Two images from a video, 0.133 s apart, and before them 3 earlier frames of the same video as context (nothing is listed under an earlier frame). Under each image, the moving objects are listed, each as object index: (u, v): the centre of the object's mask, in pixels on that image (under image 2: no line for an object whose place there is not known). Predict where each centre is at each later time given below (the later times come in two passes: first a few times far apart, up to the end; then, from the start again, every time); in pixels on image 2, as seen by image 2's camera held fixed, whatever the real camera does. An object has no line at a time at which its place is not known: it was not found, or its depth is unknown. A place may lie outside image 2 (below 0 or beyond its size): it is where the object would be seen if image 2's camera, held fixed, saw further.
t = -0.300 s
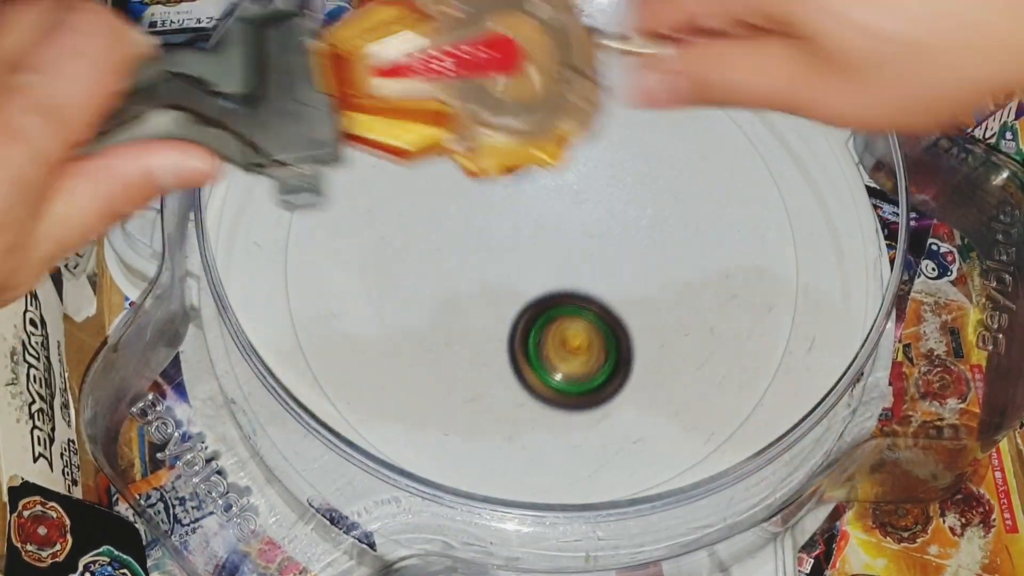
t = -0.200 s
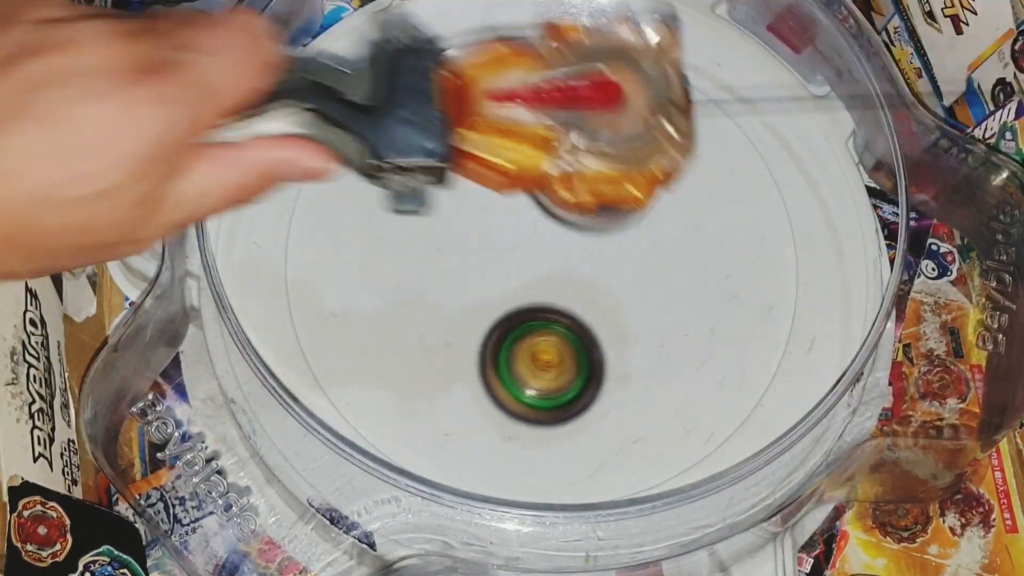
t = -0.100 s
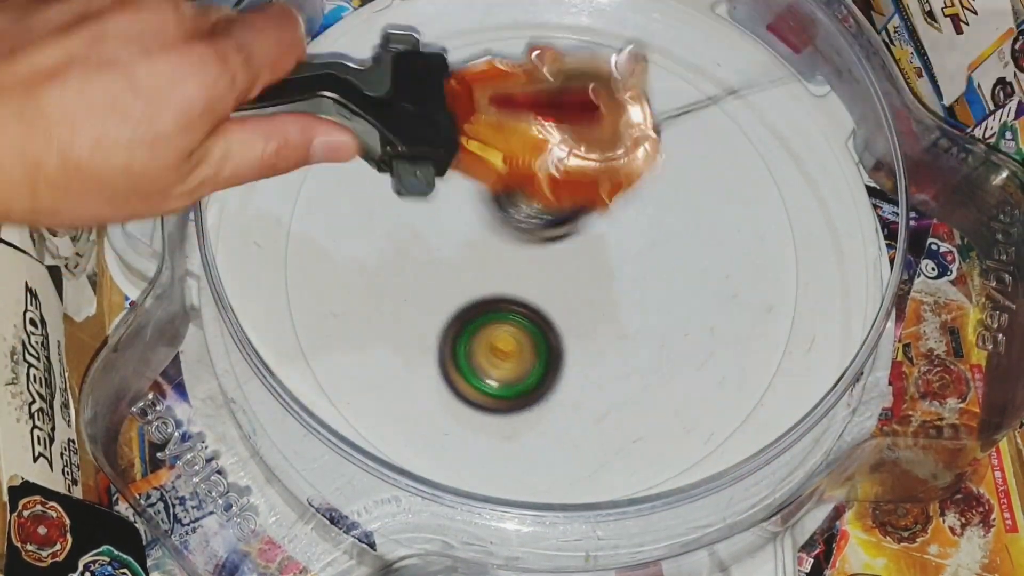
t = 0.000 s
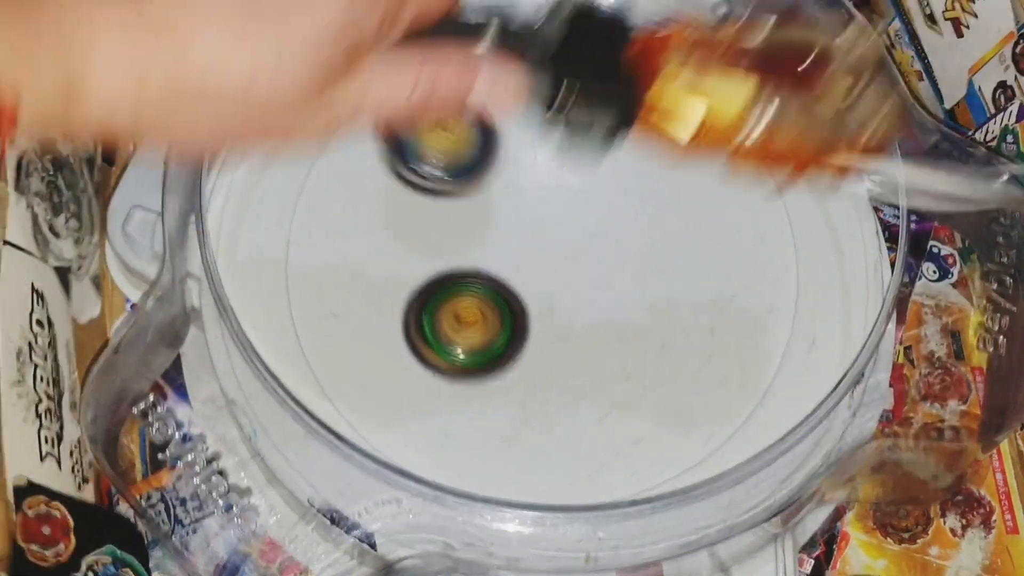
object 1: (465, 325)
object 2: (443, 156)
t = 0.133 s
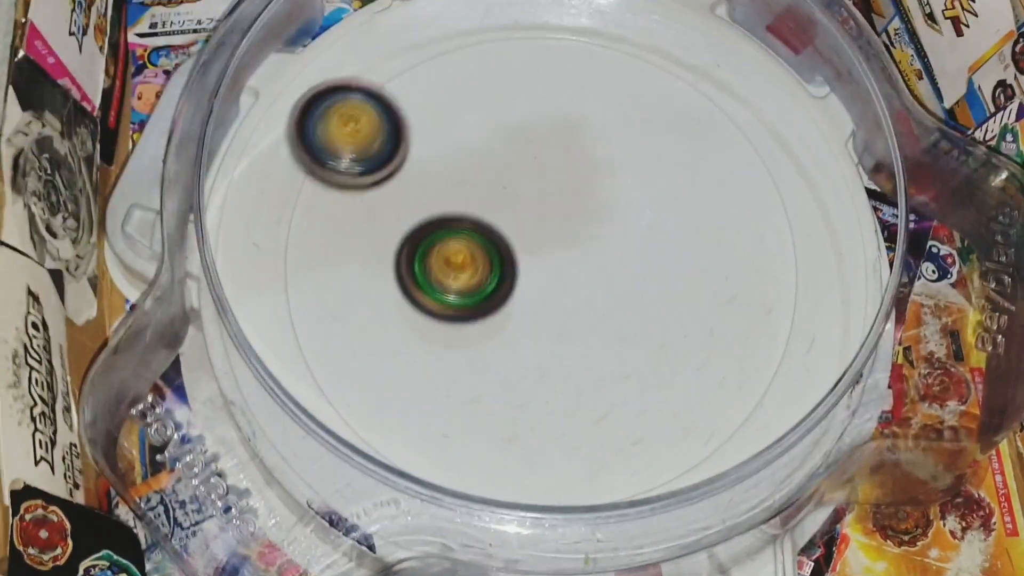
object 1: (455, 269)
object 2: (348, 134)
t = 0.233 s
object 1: (480, 234)
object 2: (335, 168)
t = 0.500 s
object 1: (617, 252)
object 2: (536, 339)
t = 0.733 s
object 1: (748, 213)
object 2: (652, 381)
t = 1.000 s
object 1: (686, 199)
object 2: (552, 245)
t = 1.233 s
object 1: (589, 248)
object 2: (398, 123)
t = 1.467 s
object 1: (524, 311)
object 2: (349, 264)
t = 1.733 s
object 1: (638, 250)
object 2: (592, 415)
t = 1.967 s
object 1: (646, 174)
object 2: (751, 271)
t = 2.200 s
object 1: (472, 115)
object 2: (674, 167)
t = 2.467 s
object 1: (362, 307)
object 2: (444, 106)
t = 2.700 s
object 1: (501, 433)
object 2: (357, 287)
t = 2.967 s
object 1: (741, 318)
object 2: (547, 358)
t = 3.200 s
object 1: (818, 172)
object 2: (512, 213)
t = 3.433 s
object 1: (633, 235)
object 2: (398, 194)
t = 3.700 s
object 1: (529, 297)
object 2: (410, 368)
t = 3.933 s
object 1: (553, 235)
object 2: (639, 348)
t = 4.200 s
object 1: (541, 188)
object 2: (664, 92)
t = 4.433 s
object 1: (507, 210)
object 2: (452, 73)
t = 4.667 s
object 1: (520, 233)
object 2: (348, 338)
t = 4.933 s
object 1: (538, 238)
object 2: (697, 397)
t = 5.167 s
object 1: (530, 239)
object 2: (728, 149)
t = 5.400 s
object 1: (498, 230)
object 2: (484, 71)
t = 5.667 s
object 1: (503, 223)
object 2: (342, 357)
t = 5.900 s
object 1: (520, 250)
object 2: (665, 440)
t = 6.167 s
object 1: (513, 289)
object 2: (740, 126)
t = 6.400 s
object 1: (479, 283)
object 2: (442, 51)
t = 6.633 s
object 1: (498, 263)
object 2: (321, 311)
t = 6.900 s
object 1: (539, 301)
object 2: (662, 425)
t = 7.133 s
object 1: (536, 320)
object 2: (743, 168)
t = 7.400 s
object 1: (526, 299)
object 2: (440, 66)
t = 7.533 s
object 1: (528, 297)
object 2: (327, 192)
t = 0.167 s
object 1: (461, 255)
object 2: (339, 141)
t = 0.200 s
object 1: (469, 244)
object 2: (335, 152)
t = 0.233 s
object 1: (480, 234)
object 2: (335, 168)
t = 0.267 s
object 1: (493, 228)
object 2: (341, 192)
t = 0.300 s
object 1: (509, 223)
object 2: (354, 219)
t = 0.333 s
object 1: (526, 221)
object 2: (371, 248)
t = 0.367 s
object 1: (545, 223)
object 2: (393, 276)
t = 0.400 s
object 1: (564, 227)
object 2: (423, 300)
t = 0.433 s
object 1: (582, 233)
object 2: (458, 319)
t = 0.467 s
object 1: (600, 242)
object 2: (497, 331)
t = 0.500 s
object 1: (617, 252)
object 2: (536, 339)
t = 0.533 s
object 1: (641, 253)
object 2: (567, 351)
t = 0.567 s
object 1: (662, 255)
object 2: (597, 357)
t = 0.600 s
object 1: (680, 254)
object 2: (622, 362)
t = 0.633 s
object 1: (706, 239)
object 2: (635, 375)
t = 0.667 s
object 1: (725, 228)
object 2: (644, 383)
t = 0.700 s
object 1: (740, 219)
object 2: (649, 385)
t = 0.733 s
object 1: (748, 213)
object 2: (652, 381)
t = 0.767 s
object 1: (750, 208)
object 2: (651, 373)
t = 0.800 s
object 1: (747, 207)
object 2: (648, 360)
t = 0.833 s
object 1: (739, 208)
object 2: (643, 342)
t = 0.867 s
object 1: (725, 211)
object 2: (636, 321)
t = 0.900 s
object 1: (708, 217)
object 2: (626, 297)
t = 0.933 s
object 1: (700, 211)
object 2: (604, 281)
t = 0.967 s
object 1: (695, 203)
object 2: (577, 264)
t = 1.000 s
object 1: (686, 199)
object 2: (552, 245)
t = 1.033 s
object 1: (675, 199)
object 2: (529, 222)
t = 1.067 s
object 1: (663, 201)
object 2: (506, 200)
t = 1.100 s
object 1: (649, 206)
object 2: (483, 177)
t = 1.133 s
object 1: (634, 214)
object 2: (460, 156)
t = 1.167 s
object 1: (618, 224)
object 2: (438, 140)
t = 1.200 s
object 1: (603, 236)
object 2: (417, 128)
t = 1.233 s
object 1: (589, 248)
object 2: (398, 123)
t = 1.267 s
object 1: (575, 261)
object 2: (379, 123)
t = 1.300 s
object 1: (562, 273)
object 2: (361, 131)
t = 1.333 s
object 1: (551, 284)
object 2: (347, 144)
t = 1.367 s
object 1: (541, 294)
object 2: (338, 164)
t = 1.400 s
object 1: (534, 302)
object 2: (333, 191)
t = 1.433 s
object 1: (528, 307)
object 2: (337, 226)
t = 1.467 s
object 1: (524, 311)
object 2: (349, 264)
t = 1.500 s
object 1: (523, 311)
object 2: (371, 301)
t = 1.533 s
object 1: (525, 309)
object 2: (400, 334)
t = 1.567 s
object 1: (545, 300)
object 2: (419, 367)
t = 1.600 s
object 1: (566, 290)
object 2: (443, 394)
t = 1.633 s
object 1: (586, 278)
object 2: (475, 412)
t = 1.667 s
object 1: (605, 267)
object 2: (512, 422)
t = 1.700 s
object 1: (622, 258)
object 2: (552, 423)
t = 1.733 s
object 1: (638, 250)
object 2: (592, 415)
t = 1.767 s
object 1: (651, 244)
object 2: (631, 398)
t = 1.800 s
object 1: (659, 241)
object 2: (666, 374)
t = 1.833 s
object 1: (664, 237)
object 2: (698, 351)
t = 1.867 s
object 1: (664, 216)
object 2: (728, 338)
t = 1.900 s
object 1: (659, 198)
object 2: (749, 320)
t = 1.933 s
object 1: (653, 185)
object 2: (755, 298)
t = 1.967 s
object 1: (646, 174)
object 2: (751, 271)
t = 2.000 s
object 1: (636, 168)
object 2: (740, 244)
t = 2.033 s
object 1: (620, 160)
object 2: (732, 221)
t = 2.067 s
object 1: (586, 144)
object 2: (733, 208)
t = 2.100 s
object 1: (553, 131)
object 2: (727, 197)
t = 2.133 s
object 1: (522, 120)
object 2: (714, 186)
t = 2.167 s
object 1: (496, 115)
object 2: (696, 176)
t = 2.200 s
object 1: (472, 115)
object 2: (674, 167)
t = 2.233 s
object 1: (452, 121)
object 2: (647, 157)
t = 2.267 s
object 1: (436, 133)
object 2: (617, 149)
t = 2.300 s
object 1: (425, 149)
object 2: (581, 140)
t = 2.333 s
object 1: (418, 168)
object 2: (544, 132)
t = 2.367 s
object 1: (405, 195)
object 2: (510, 124)
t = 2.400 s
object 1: (383, 232)
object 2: (489, 111)
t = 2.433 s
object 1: (369, 269)
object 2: (467, 105)
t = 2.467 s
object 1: (362, 307)
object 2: (444, 106)
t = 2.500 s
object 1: (363, 342)
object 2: (420, 113)
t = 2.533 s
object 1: (370, 375)
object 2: (397, 127)
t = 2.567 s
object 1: (389, 398)
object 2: (376, 147)
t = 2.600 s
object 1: (415, 415)
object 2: (358, 175)
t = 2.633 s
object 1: (443, 426)
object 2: (347, 209)
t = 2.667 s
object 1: (472, 432)
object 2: (346, 248)
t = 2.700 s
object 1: (501, 433)
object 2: (357, 287)
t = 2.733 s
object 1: (526, 427)
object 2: (378, 324)
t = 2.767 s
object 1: (548, 416)
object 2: (408, 357)
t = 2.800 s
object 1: (582, 405)
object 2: (433, 378)
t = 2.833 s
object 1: (629, 395)
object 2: (445, 382)
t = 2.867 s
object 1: (670, 380)
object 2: (465, 382)
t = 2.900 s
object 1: (703, 360)
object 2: (489, 379)
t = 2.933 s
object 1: (727, 339)
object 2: (518, 370)
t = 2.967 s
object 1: (741, 318)
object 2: (547, 358)
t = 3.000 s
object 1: (746, 297)
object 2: (576, 339)
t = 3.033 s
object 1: (743, 278)
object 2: (600, 317)
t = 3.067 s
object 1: (745, 258)
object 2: (610, 294)
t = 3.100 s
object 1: (785, 228)
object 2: (581, 274)
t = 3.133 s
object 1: (808, 200)
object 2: (555, 255)
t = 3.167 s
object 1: (824, 179)
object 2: (532, 233)
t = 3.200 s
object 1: (818, 172)
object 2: (512, 213)
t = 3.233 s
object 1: (801, 172)
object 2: (491, 196)
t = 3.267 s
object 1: (781, 175)
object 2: (472, 181)
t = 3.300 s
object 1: (757, 183)
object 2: (454, 172)
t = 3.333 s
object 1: (729, 193)
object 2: (436, 169)
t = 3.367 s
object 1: (699, 205)
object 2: (421, 170)
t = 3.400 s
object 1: (667, 220)
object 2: (408, 180)
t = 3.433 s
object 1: (633, 235)
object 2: (398, 194)
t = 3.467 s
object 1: (599, 251)
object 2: (393, 214)
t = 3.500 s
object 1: (566, 264)
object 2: (395, 236)
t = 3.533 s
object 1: (535, 276)
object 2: (404, 262)
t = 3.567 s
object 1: (528, 283)
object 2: (396, 286)
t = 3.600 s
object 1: (528, 293)
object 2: (385, 310)
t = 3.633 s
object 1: (528, 296)
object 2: (385, 331)
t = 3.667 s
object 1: (528, 298)
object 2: (393, 351)
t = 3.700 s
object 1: (529, 297)
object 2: (410, 368)
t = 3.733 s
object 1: (530, 293)
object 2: (436, 381)
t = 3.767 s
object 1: (532, 288)
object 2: (468, 390)
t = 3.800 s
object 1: (536, 281)
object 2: (502, 395)
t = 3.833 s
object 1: (541, 270)
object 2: (538, 395)
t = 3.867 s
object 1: (546, 259)
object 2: (575, 387)
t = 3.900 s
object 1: (549, 246)
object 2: (609, 370)
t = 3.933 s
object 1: (553, 235)
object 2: (639, 348)
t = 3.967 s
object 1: (557, 223)
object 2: (663, 319)
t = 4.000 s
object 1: (560, 212)
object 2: (681, 289)
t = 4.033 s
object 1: (564, 203)
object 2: (692, 252)
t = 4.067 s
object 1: (567, 196)
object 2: (695, 216)
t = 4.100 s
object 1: (569, 190)
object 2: (691, 181)
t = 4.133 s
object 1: (560, 188)
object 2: (688, 146)
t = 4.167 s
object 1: (550, 187)
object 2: (680, 116)
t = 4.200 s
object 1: (541, 188)
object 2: (664, 92)
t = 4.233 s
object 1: (532, 190)
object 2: (644, 72)
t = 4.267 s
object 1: (526, 192)
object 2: (621, 58)
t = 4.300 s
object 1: (520, 196)
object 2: (592, 50)
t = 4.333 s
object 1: (515, 199)
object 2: (561, 48)
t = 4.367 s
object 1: (511, 203)
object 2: (526, 50)
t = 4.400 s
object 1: (508, 207)
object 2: (489, 58)
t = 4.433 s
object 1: (507, 210)
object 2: (452, 73)
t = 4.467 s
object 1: (506, 214)
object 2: (415, 96)
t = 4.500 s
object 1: (506, 218)
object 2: (380, 127)
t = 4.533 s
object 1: (507, 222)
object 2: (352, 163)
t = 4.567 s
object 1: (508, 225)
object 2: (333, 204)
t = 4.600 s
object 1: (511, 228)
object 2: (326, 248)
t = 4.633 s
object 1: (515, 230)
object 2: (330, 294)
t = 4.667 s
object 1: (520, 233)
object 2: (348, 338)
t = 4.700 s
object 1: (524, 235)
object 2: (375, 375)
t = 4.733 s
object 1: (528, 236)
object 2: (412, 406)
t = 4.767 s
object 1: (532, 236)
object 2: (457, 431)
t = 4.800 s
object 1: (534, 236)
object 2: (507, 444)
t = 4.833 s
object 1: (536, 237)
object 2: (561, 447)
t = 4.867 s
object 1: (538, 237)
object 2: (613, 440)
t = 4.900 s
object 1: (539, 237)
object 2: (659, 423)
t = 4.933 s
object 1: (538, 238)
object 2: (697, 397)
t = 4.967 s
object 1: (538, 239)
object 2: (727, 364)
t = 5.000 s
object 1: (536, 239)
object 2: (748, 328)
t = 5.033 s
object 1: (536, 239)
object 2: (760, 289)
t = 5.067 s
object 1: (534, 240)
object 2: (763, 251)
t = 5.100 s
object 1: (533, 239)
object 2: (759, 214)
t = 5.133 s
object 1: (531, 240)
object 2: (747, 179)
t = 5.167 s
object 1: (530, 239)
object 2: (728, 149)
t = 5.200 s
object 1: (527, 239)
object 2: (705, 122)
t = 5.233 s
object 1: (524, 239)
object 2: (676, 100)
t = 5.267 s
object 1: (520, 238)
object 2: (644, 84)
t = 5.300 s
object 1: (516, 236)
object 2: (610, 72)
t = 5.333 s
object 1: (510, 234)
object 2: (571, 65)
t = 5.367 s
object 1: (504, 232)
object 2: (529, 65)
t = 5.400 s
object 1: (498, 230)
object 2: (484, 71)
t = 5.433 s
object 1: (492, 228)
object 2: (441, 84)
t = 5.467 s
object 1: (488, 226)
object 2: (400, 106)
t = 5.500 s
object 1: (486, 224)
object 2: (365, 136)
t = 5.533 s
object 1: (487, 223)
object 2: (338, 171)
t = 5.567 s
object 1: (489, 222)
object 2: (320, 215)
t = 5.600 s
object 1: (493, 221)
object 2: (314, 264)
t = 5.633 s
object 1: (499, 221)
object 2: (320, 311)
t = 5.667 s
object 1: (503, 223)
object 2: (342, 357)
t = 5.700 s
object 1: (507, 226)
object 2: (373, 393)
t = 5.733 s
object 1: (510, 228)
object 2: (415, 425)
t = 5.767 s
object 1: (511, 232)
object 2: (463, 447)
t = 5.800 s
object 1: (513, 237)
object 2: (511, 459)
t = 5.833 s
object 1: (515, 241)
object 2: (563, 462)
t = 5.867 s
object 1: (518, 246)
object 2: (615, 455)
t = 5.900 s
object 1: (520, 250)
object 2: (665, 440)
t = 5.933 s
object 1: (523, 255)
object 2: (710, 413)
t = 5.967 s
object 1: (525, 259)
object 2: (748, 378)
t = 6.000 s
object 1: (526, 263)
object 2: (773, 338)
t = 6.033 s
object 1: (525, 268)
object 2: (787, 293)
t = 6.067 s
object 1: (523, 273)
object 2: (789, 249)
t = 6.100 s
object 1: (520, 279)
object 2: (782, 205)
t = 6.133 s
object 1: (517, 285)
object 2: (766, 163)
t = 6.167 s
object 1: (513, 289)
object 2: (740, 126)
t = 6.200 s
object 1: (508, 293)
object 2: (707, 92)
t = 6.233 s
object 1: (503, 294)
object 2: (669, 64)
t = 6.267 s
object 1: (498, 294)
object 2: (626, 47)
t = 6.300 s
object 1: (492, 293)
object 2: (578, 40)
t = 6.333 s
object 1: (487, 291)
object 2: (530, 39)
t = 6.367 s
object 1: (483, 288)
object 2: (485, 42)
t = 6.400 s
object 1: (479, 283)
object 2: (442, 51)
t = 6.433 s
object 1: (478, 278)
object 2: (403, 69)
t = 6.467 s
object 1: (477, 273)
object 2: (369, 96)
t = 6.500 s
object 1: (478, 269)
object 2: (341, 130)
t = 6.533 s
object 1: (482, 266)
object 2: (321, 170)
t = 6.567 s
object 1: (486, 264)
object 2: (309, 217)
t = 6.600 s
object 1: (491, 263)
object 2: (309, 266)
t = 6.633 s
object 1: (498, 263)
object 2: (321, 311)
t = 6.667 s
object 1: (504, 264)
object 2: (345, 354)
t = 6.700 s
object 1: (511, 267)
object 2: (378, 390)
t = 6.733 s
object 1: (518, 271)
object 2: (419, 418)
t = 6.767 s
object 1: (524, 276)
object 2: (465, 439)
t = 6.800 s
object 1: (530, 281)
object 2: (516, 451)
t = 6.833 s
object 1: (534, 287)
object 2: (566, 451)
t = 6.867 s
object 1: (537, 294)
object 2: (616, 443)
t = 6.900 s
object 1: (539, 301)
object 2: (662, 425)
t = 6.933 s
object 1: (540, 307)
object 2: (702, 397)
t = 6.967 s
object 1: (540, 313)
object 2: (731, 362)
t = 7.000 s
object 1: (539, 318)
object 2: (751, 327)
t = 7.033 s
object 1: (539, 320)
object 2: (763, 287)
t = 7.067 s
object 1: (538, 321)
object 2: (765, 247)
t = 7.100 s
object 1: (537, 321)
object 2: (759, 207)
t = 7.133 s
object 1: (536, 320)
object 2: (743, 168)
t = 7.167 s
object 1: (534, 317)
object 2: (719, 134)
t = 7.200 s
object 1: (532, 314)
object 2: (688, 104)
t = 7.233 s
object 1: (531, 311)
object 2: (651, 79)
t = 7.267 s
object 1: (530, 308)
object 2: (611, 61)
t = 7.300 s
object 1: (528, 305)
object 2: (568, 50)
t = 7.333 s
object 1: (527, 303)
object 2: (524, 48)
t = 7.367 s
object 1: (527, 300)
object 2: (481, 53)
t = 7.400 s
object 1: (526, 299)
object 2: (440, 66)
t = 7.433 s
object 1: (526, 298)
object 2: (401, 89)
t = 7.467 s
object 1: (526, 297)
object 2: (370, 117)
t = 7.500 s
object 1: (527, 297)
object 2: (344, 150)
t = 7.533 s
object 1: (528, 297)
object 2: (327, 192)
